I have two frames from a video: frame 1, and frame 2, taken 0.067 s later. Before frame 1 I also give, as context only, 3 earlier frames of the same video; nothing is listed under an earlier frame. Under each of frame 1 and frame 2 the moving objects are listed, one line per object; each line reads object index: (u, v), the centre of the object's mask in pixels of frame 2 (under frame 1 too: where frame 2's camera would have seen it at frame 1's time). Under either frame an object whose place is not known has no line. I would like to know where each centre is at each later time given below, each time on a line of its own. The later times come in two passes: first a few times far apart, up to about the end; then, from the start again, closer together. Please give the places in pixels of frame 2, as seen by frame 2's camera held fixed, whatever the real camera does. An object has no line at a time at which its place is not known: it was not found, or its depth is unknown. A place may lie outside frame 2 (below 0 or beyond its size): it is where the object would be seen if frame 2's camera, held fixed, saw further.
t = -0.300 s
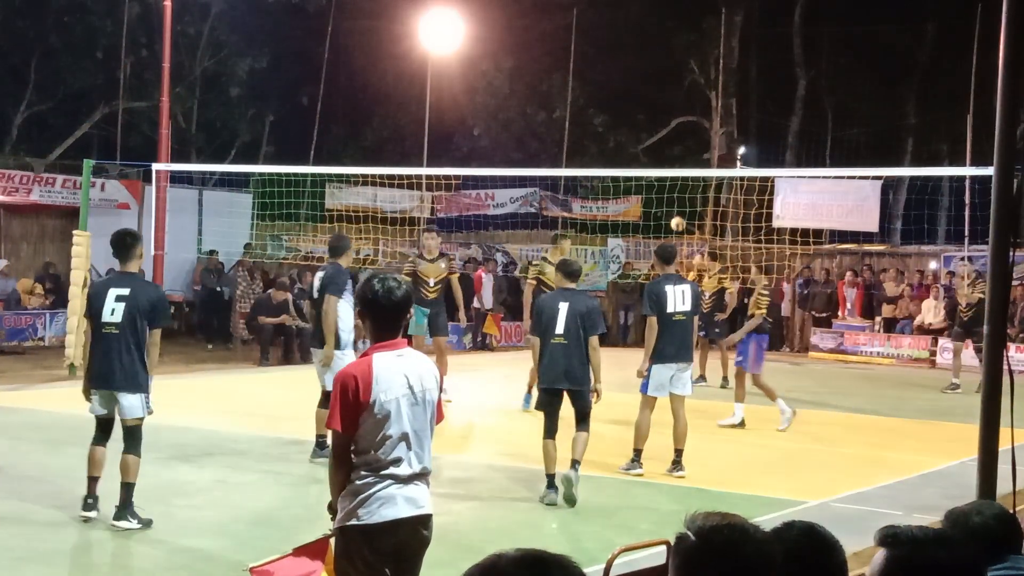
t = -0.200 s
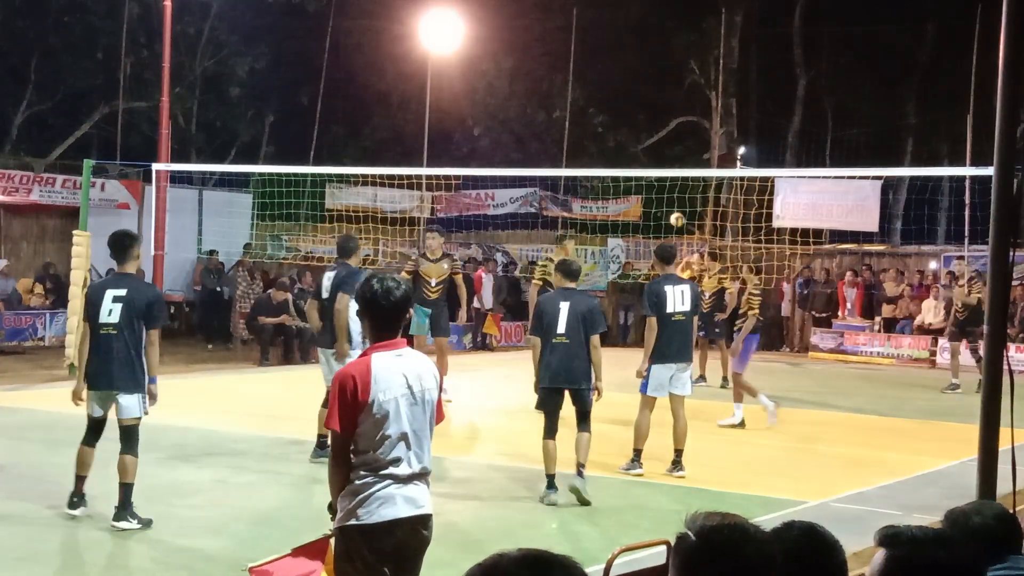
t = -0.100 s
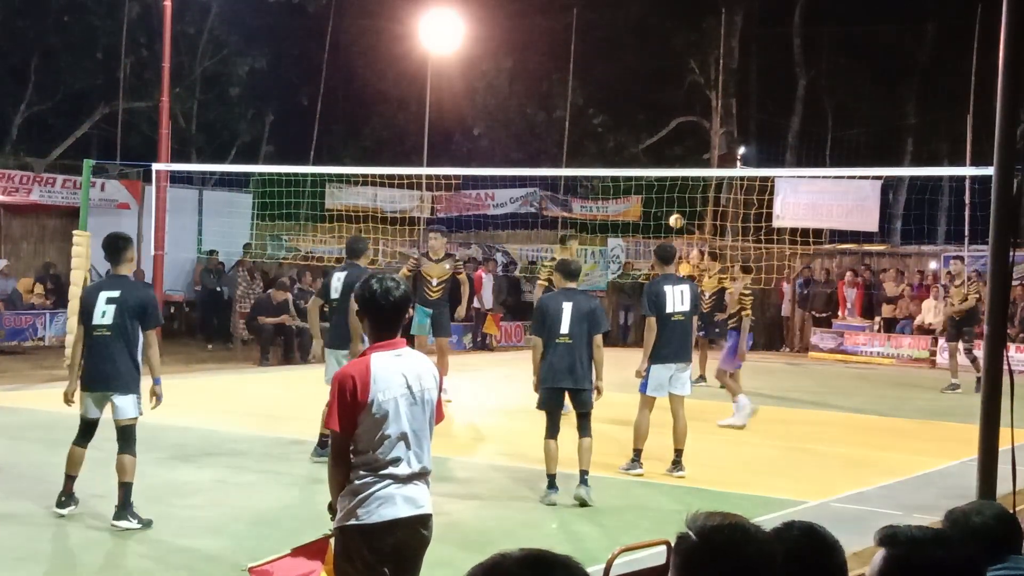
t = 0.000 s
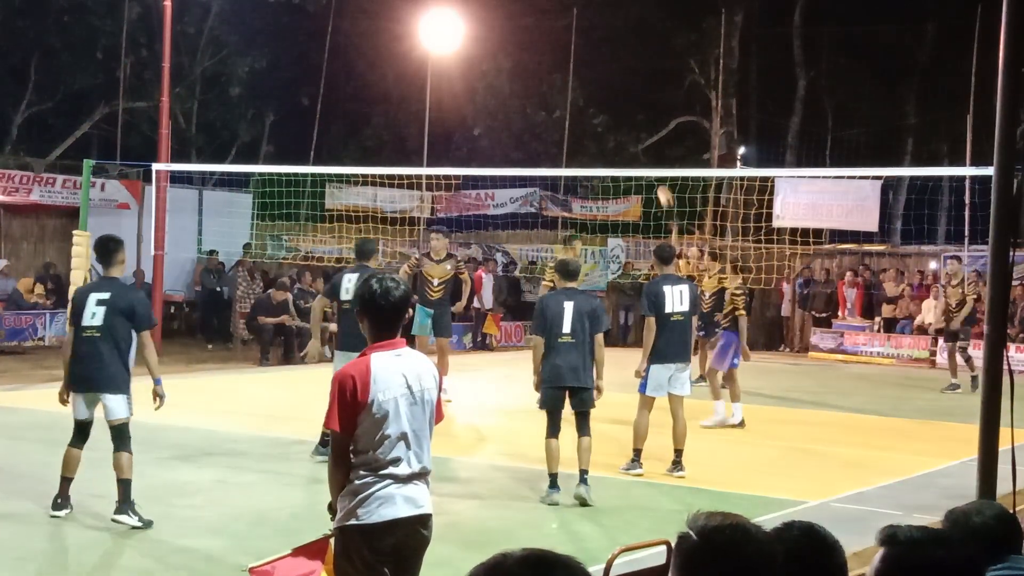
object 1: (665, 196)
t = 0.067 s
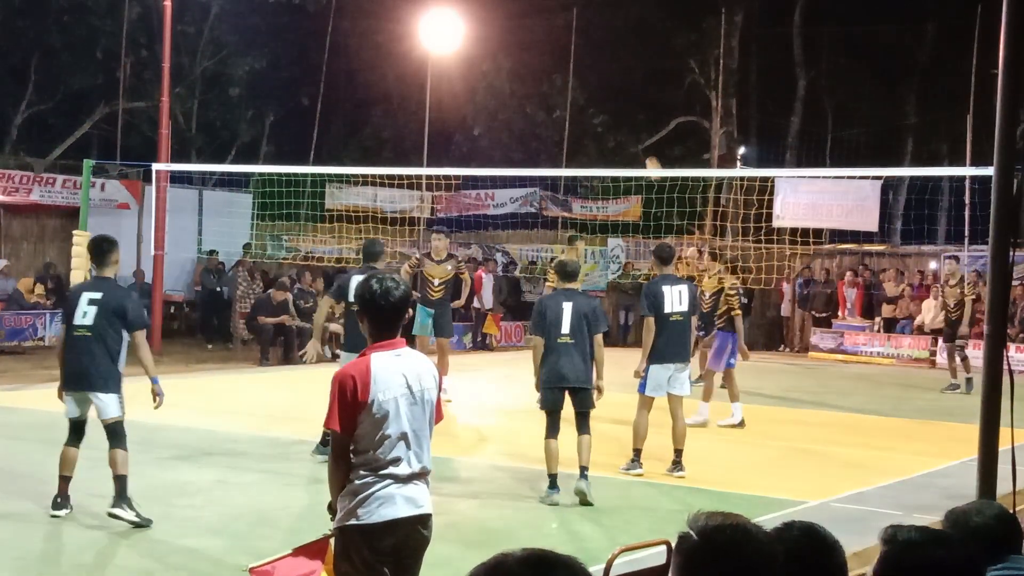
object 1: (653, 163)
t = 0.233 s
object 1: (621, 106)
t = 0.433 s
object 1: (571, 51)
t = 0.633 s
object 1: (509, 19)
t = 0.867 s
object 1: (412, 17)
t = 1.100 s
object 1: (300, 86)
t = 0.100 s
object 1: (648, 154)
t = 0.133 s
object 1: (642, 142)
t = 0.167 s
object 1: (636, 130)
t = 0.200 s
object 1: (628, 117)
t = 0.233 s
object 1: (621, 106)
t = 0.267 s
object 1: (613, 96)
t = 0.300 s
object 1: (605, 85)
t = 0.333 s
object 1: (597, 76)
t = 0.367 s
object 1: (589, 67)
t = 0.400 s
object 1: (580, 59)
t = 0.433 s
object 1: (571, 51)
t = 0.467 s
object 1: (562, 44)
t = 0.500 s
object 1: (552, 37)
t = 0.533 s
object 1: (542, 31)
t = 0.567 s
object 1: (531, 26)
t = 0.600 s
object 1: (520, 22)
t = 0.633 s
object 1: (509, 19)
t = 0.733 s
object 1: (474, 14)
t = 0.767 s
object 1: (465, 11)
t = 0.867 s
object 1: (412, 17)
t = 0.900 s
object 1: (404, 26)
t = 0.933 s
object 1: (388, 32)
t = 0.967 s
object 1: (372, 40)
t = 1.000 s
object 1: (355, 49)
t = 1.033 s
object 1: (338, 59)
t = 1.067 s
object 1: (319, 72)
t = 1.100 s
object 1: (300, 86)
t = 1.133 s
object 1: (281, 102)
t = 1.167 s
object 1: (259, 120)
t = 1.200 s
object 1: (238, 139)
